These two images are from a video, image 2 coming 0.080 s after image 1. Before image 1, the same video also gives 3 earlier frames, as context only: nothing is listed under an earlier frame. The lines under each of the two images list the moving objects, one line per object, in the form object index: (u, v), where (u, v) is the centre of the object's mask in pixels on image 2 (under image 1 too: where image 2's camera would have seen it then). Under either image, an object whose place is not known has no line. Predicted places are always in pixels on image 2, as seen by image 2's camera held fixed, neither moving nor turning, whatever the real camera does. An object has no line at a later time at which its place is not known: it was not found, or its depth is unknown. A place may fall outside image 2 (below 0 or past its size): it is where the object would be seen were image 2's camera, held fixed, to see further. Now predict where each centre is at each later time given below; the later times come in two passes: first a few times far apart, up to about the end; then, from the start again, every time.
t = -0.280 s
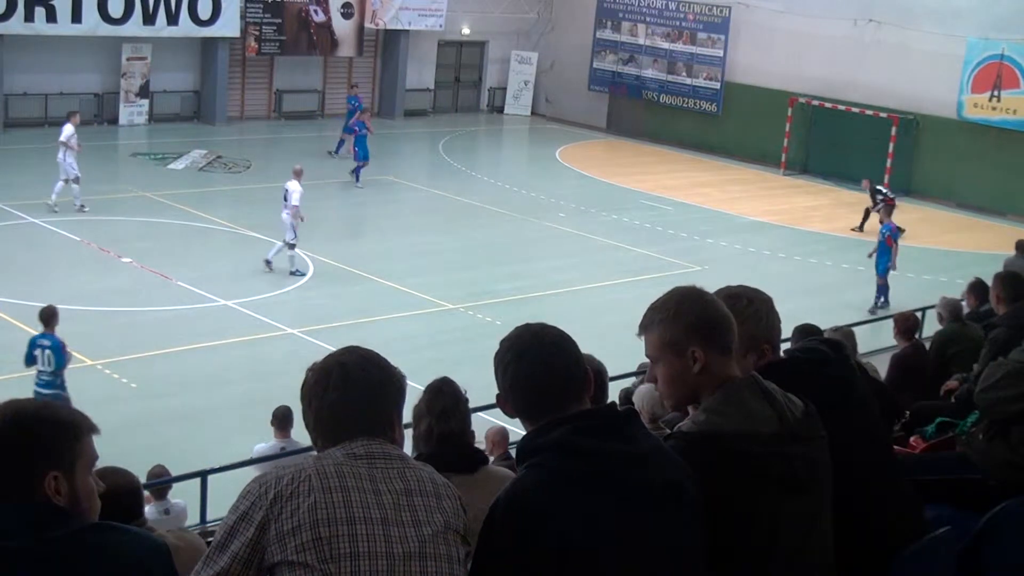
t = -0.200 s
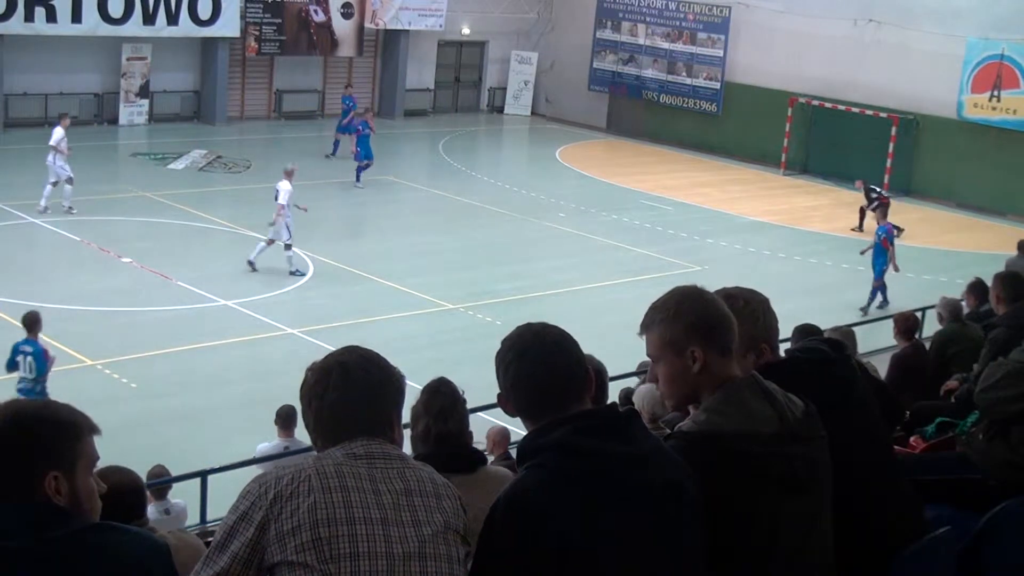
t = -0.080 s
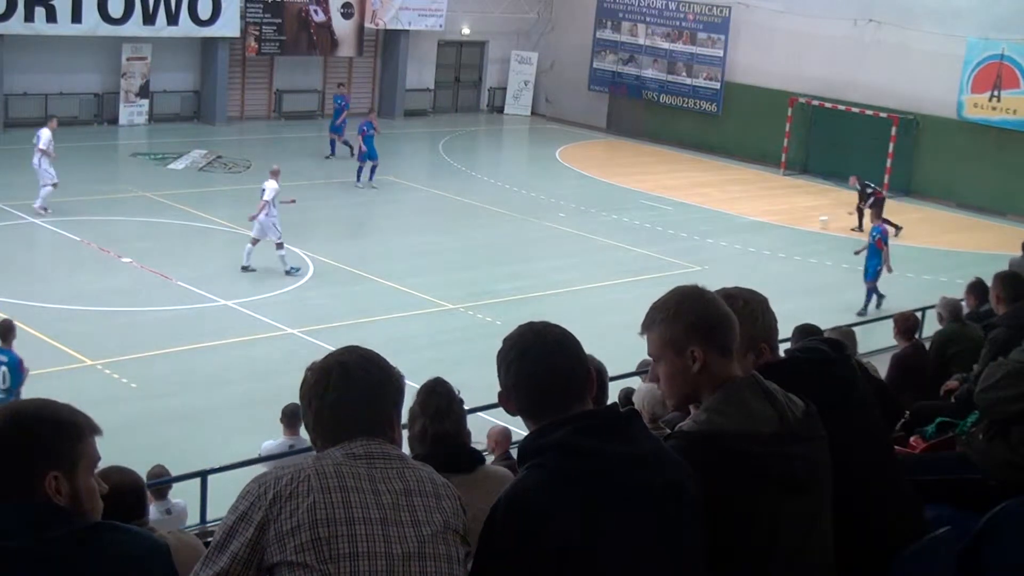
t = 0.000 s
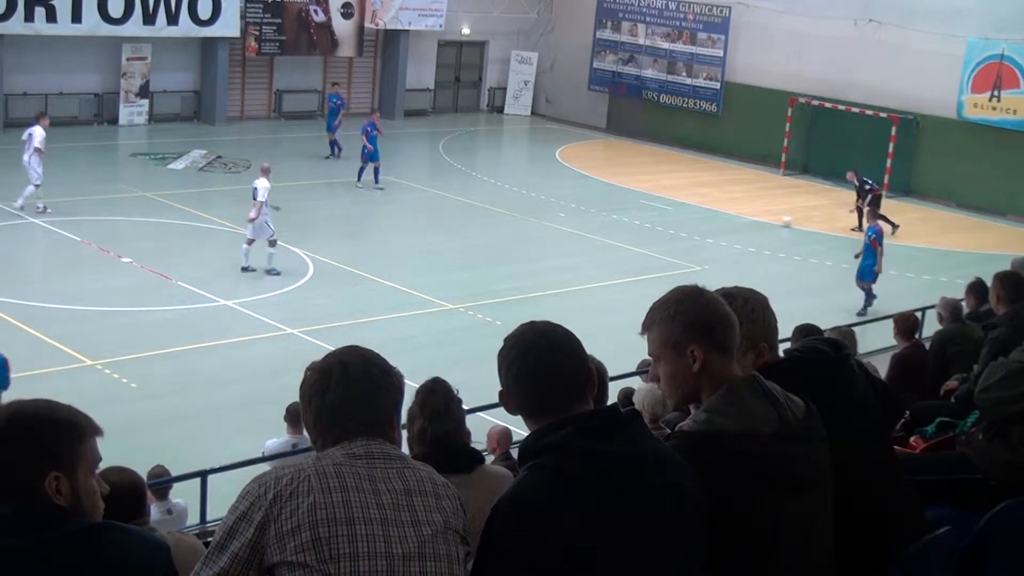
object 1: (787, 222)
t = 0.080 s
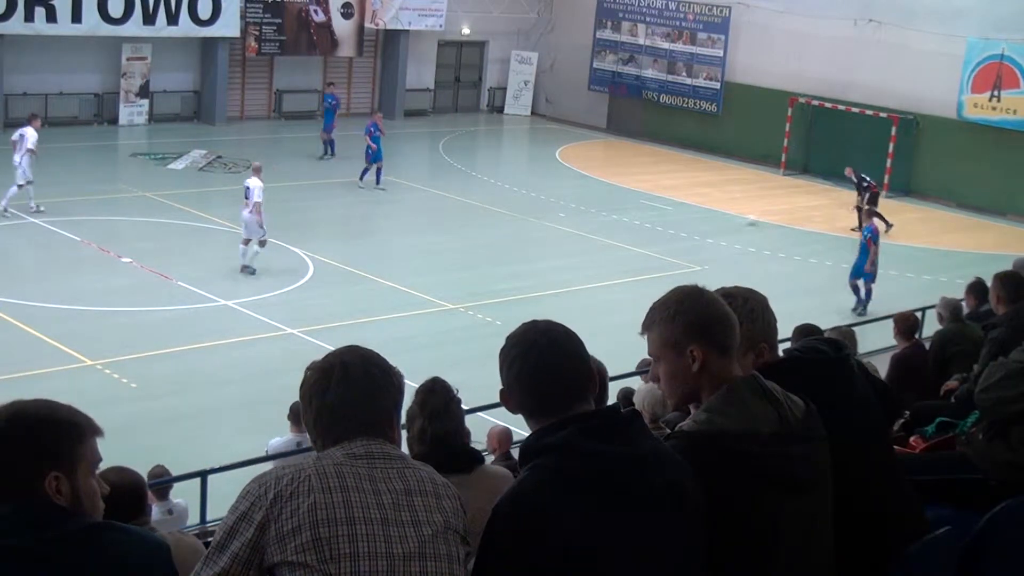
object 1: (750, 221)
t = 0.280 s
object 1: (668, 217)
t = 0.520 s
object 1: (579, 213)
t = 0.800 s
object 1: (484, 210)
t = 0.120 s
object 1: (733, 220)
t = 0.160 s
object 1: (717, 219)
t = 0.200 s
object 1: (700, 219)
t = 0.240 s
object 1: (684, 219)
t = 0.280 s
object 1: (668, 217)
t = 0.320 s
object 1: (653, 216)
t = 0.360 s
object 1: (637, 215)
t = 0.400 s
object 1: (621, 215)
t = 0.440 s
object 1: (607, 214)
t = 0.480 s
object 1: (593, 214)
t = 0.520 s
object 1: (579, 213)
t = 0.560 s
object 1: (566, 213)
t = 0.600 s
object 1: (551, 213)
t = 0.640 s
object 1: (538, 211)
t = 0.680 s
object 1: (524, 211)
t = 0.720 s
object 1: (510, 211)
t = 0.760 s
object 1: (498, 211)
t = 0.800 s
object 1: (484, 210)
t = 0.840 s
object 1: (471, 210)
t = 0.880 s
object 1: (457, 209)
